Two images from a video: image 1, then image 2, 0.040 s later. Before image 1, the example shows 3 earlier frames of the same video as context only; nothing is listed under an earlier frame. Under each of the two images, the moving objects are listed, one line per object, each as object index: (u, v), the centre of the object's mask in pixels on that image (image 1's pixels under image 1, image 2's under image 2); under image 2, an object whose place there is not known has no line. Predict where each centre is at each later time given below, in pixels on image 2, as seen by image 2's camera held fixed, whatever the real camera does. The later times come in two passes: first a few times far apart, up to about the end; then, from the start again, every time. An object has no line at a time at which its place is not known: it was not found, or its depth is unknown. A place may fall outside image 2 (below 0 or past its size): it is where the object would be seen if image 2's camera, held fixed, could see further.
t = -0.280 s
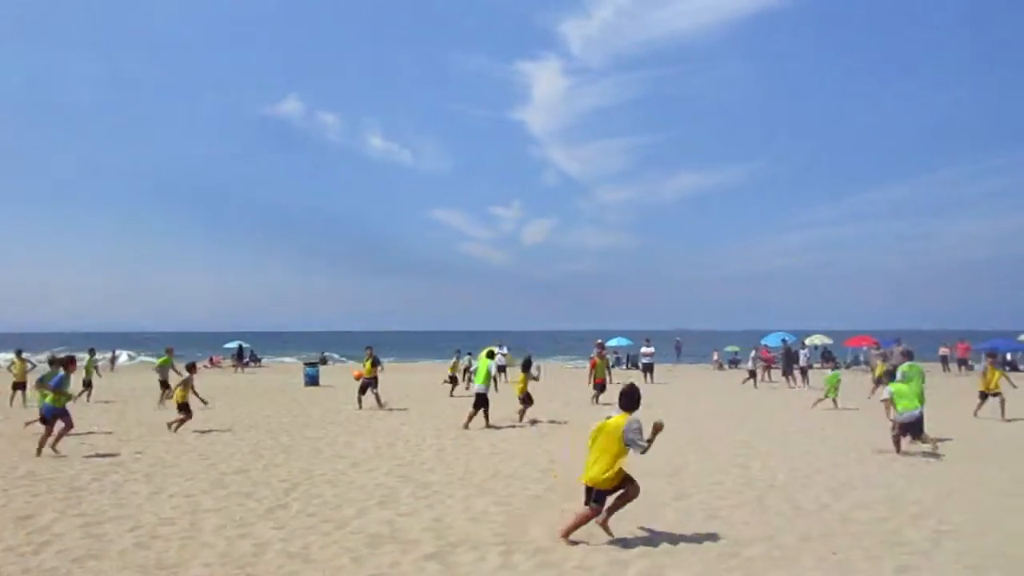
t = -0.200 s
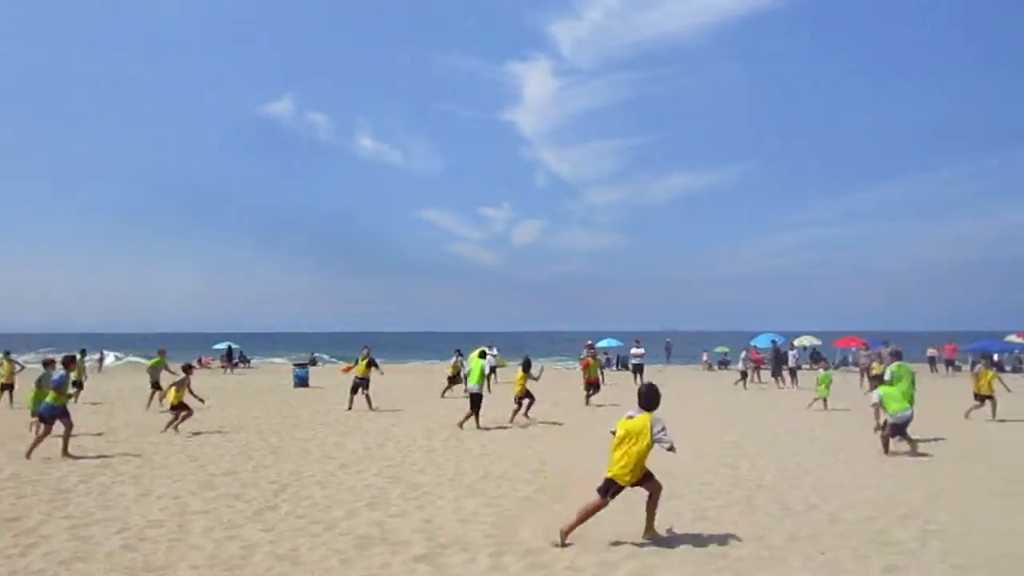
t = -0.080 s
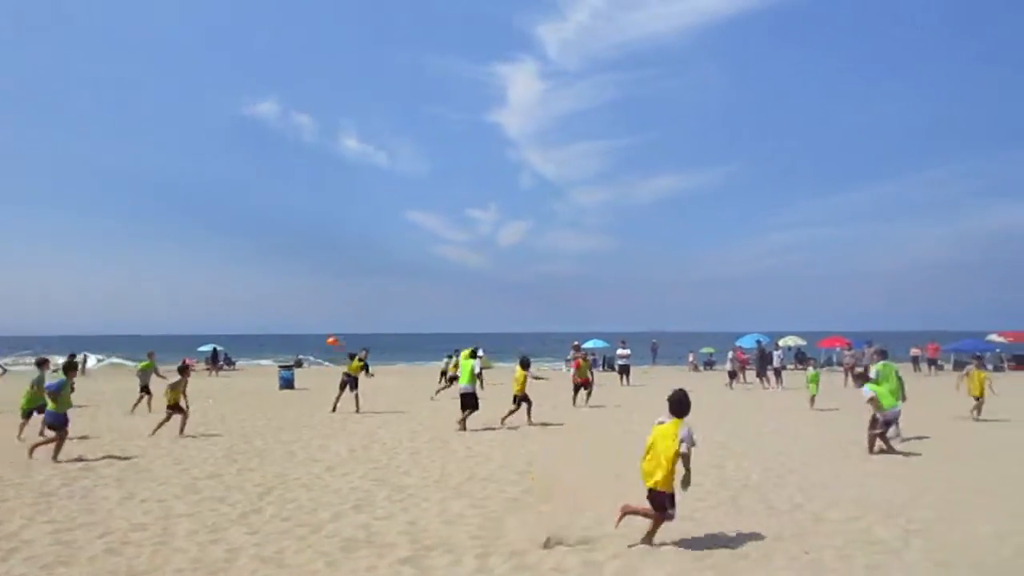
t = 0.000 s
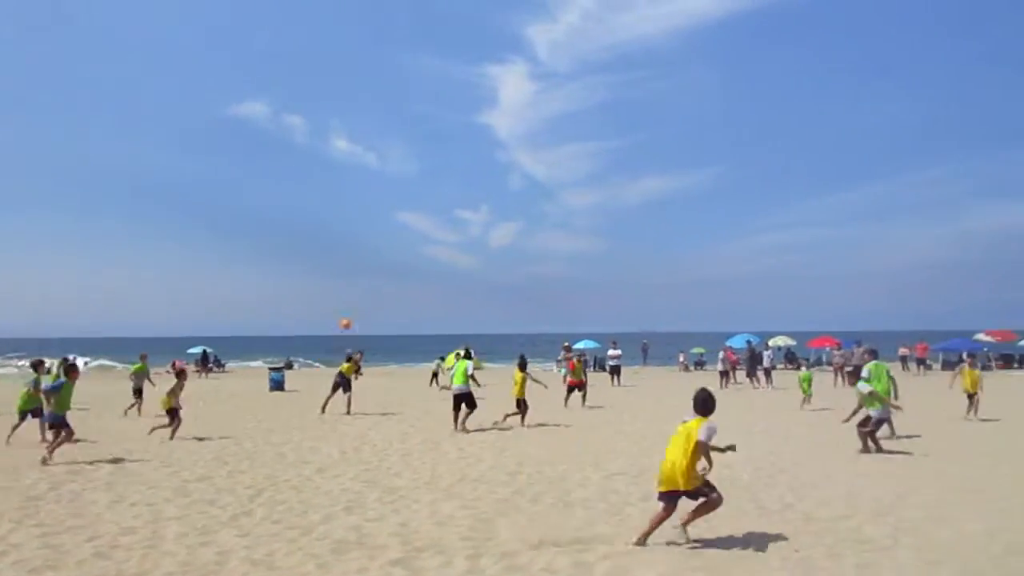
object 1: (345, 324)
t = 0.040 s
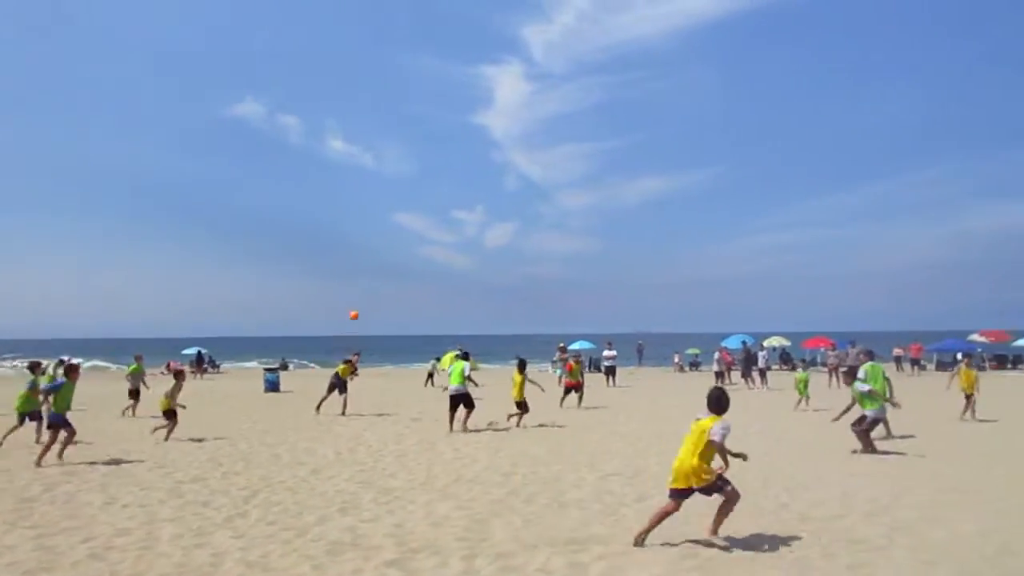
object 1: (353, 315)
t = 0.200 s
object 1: (410, 281)
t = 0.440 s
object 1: (506, 239)
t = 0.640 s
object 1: (605, 216)
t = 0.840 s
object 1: (731, 210)
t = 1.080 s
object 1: (945, 242)
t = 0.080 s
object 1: (367, 306)
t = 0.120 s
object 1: (381, 298)
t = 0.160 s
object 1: (395, 289)
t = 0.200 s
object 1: (410, 281)
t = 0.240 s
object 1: (424, 273)
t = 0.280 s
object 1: (440, 266)
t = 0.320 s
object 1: (455, 259)
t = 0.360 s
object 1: (472, 251)
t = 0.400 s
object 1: (488, 245)
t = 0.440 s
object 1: (506, 239)
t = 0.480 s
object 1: (524, 233)
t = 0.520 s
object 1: (544, 228)
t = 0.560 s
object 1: (563, 223)
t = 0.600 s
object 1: (583, 218)
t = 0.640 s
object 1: (605, 216)
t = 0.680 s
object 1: (628, 213)
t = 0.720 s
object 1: (651, 211)
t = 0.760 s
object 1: (676, 210)
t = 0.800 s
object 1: (703, 209)
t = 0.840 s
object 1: (731, 210)
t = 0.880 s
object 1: (761, 211)
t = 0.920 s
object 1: (793, 215)
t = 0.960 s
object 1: (828, 219)
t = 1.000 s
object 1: (863, 225)
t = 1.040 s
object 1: (903, 233)
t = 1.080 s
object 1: (945, 242)
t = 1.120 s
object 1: (992, 254)
